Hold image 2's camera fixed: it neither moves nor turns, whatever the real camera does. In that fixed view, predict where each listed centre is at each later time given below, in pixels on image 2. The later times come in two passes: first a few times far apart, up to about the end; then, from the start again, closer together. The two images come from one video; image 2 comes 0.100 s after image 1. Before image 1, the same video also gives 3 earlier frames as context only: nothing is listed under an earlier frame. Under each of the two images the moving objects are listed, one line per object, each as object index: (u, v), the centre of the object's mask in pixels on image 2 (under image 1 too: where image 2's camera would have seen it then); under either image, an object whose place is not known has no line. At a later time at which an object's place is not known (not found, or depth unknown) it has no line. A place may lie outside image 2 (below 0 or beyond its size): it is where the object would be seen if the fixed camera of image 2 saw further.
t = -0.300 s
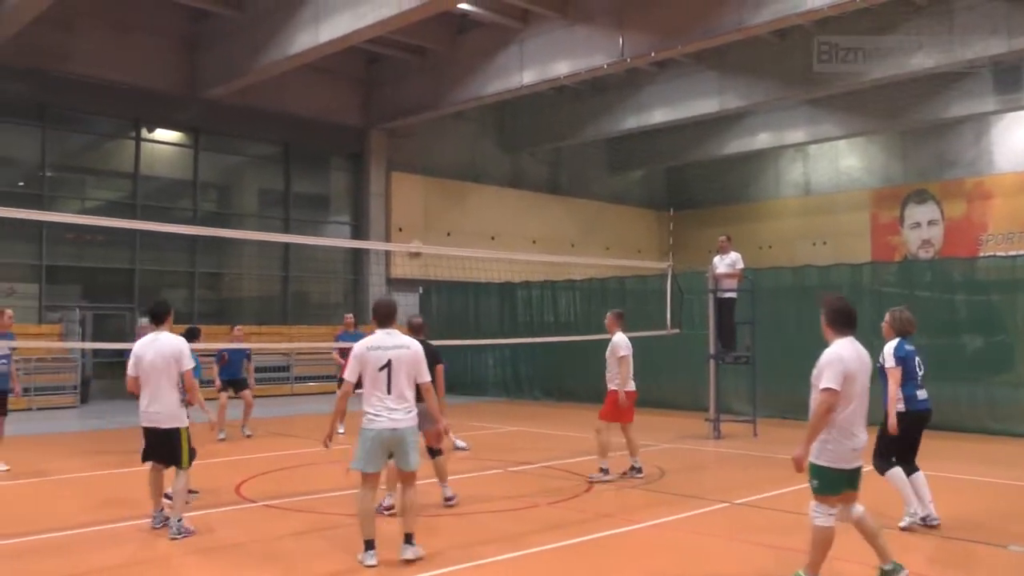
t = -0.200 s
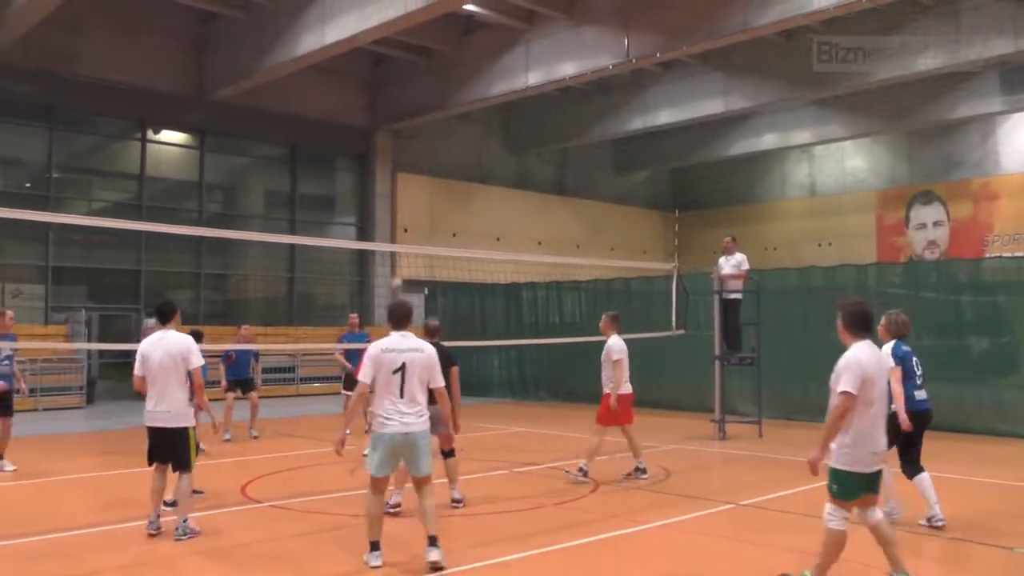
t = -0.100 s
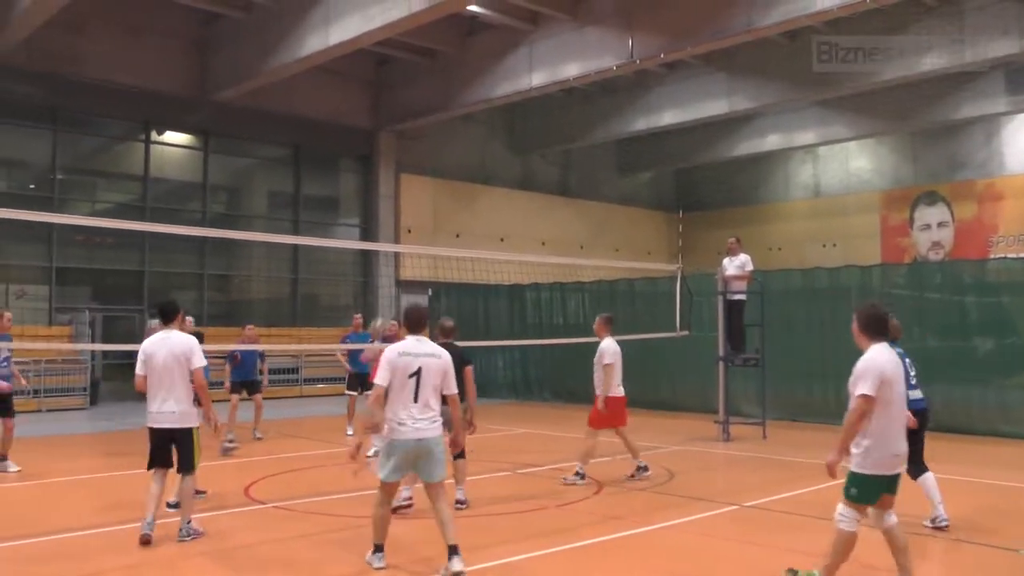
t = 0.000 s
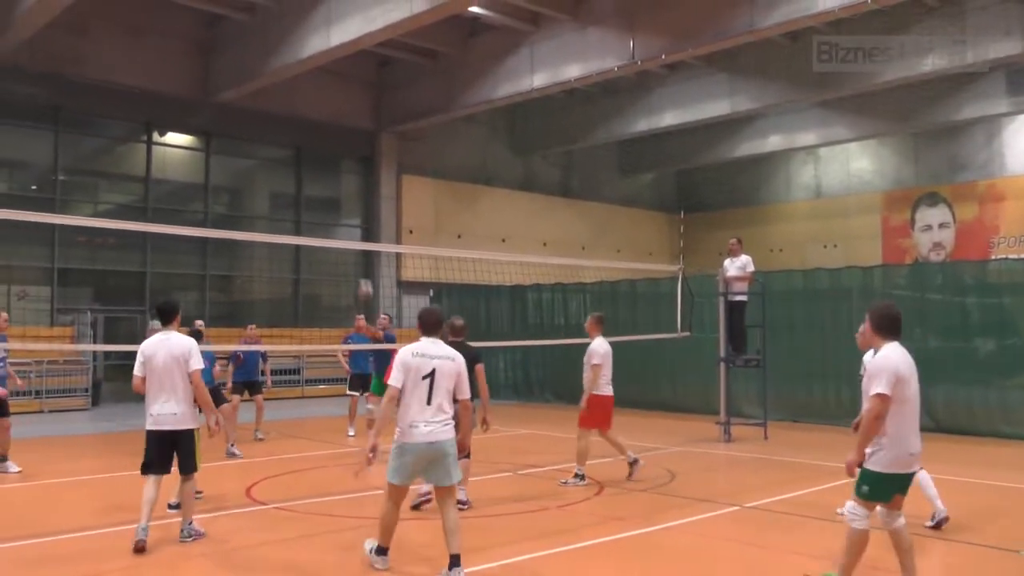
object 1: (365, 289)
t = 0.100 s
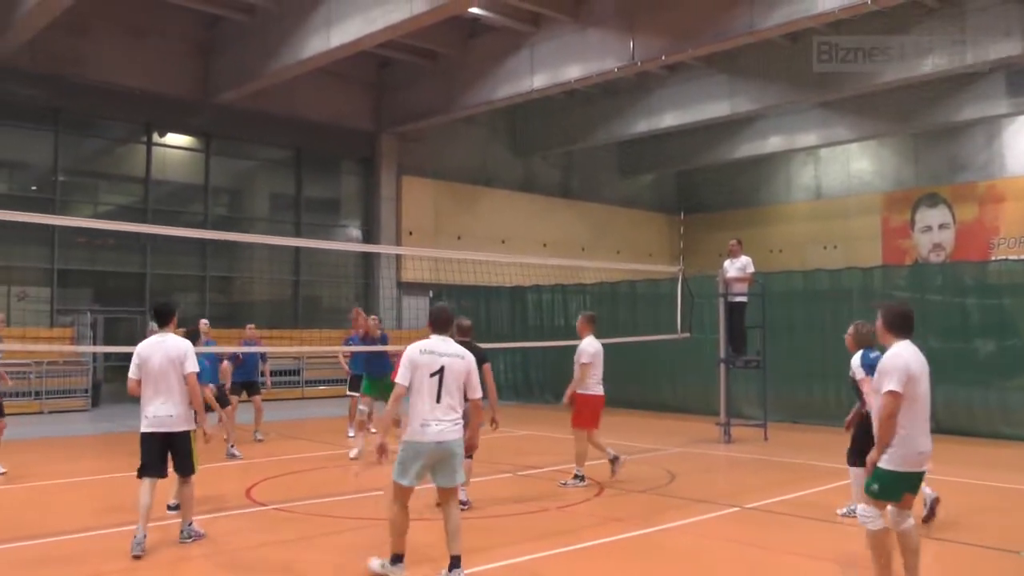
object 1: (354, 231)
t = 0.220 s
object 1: (339, 179)
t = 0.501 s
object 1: (306, 96)
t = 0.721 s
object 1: (279, 75)
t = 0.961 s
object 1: (245, 100)
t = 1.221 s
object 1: (209, 187)
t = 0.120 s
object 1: (351, 222)
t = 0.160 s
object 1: (347, 204)
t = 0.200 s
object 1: (341, 186)
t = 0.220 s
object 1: (339, 179)
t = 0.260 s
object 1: (335, 163)
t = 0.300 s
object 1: (330, 150)
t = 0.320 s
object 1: (328, 143)
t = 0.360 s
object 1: (323, 130)
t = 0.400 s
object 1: (318, 120)
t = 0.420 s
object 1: (316, 114)
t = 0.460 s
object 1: (311, 104)
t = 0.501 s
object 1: (306, 96)
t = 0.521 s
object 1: (304, 93)
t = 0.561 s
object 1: (299, 87)
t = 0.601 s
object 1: (293, 82)
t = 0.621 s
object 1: (291, 80)
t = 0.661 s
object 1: (286, 78)
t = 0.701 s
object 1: (281, 76)
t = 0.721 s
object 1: (279, 75)
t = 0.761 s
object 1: (273, 76)
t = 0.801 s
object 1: (268, 78)
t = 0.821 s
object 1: (266, 79)
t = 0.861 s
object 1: (259, 83)
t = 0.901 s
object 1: (254, 89)
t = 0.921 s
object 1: (251, 92)
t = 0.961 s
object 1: (245, 100)
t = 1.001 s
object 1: (239, 109)
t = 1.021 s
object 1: (236, 114)
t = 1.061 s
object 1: (232, 126)
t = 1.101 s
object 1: (225, 138)
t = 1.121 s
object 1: (223, 145)
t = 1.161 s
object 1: (217, 160)
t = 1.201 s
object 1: (211, 178)
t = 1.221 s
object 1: (209, 187)
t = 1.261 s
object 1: (202, 208)
